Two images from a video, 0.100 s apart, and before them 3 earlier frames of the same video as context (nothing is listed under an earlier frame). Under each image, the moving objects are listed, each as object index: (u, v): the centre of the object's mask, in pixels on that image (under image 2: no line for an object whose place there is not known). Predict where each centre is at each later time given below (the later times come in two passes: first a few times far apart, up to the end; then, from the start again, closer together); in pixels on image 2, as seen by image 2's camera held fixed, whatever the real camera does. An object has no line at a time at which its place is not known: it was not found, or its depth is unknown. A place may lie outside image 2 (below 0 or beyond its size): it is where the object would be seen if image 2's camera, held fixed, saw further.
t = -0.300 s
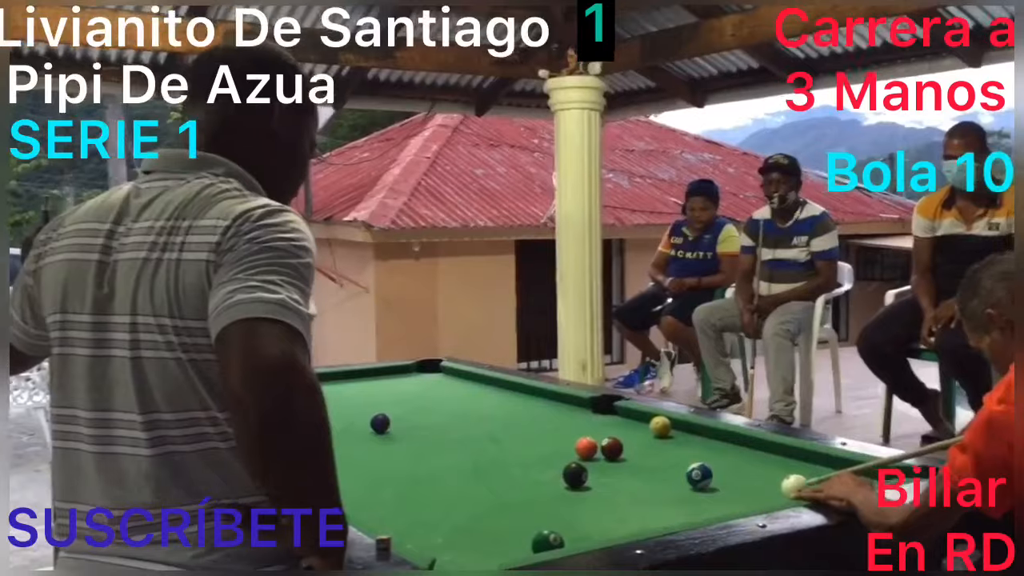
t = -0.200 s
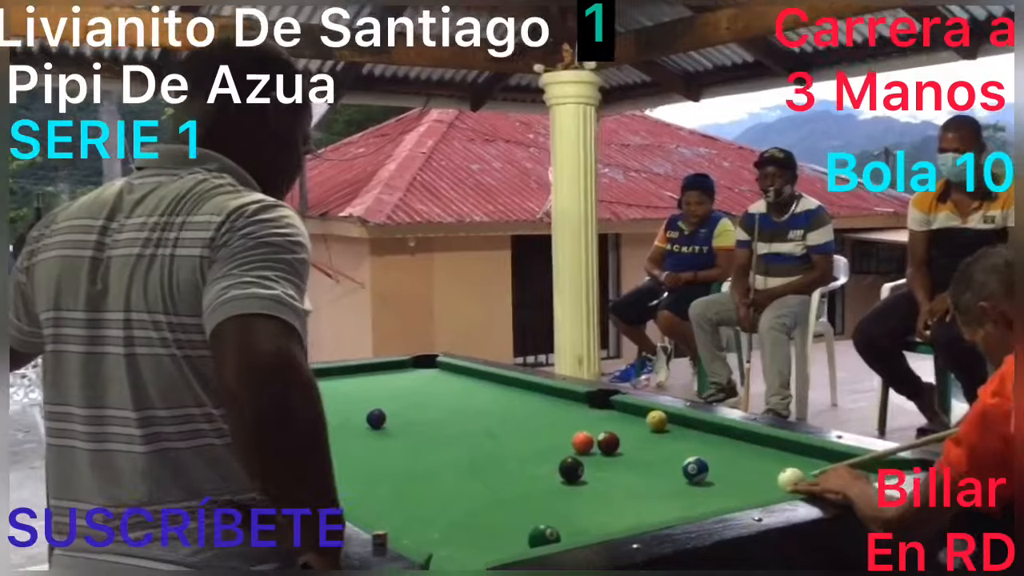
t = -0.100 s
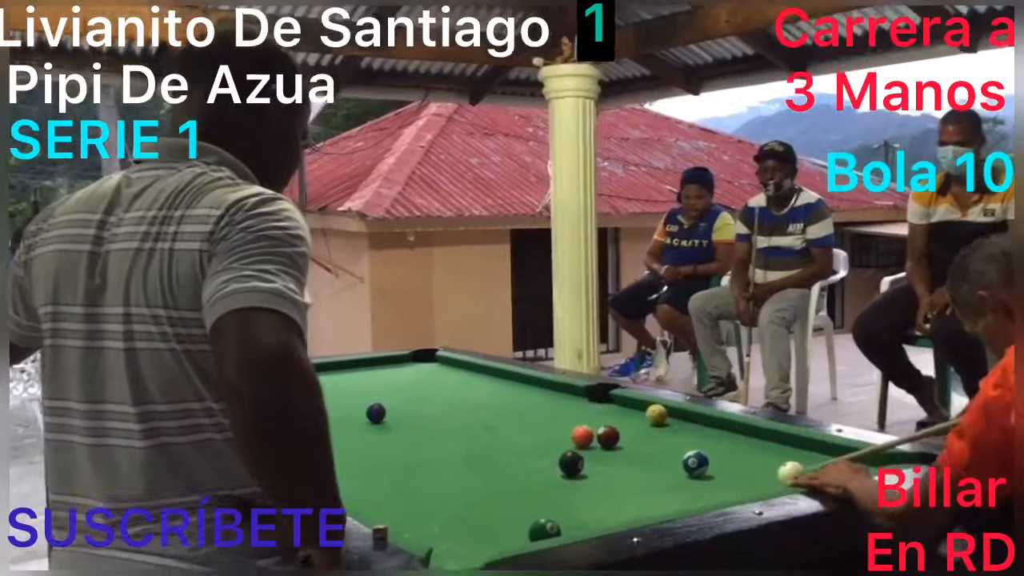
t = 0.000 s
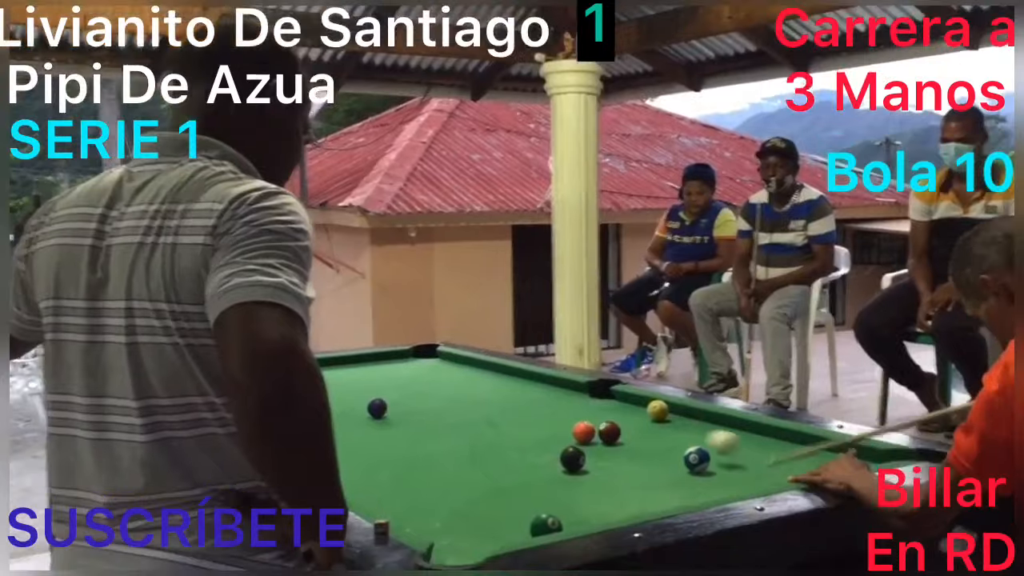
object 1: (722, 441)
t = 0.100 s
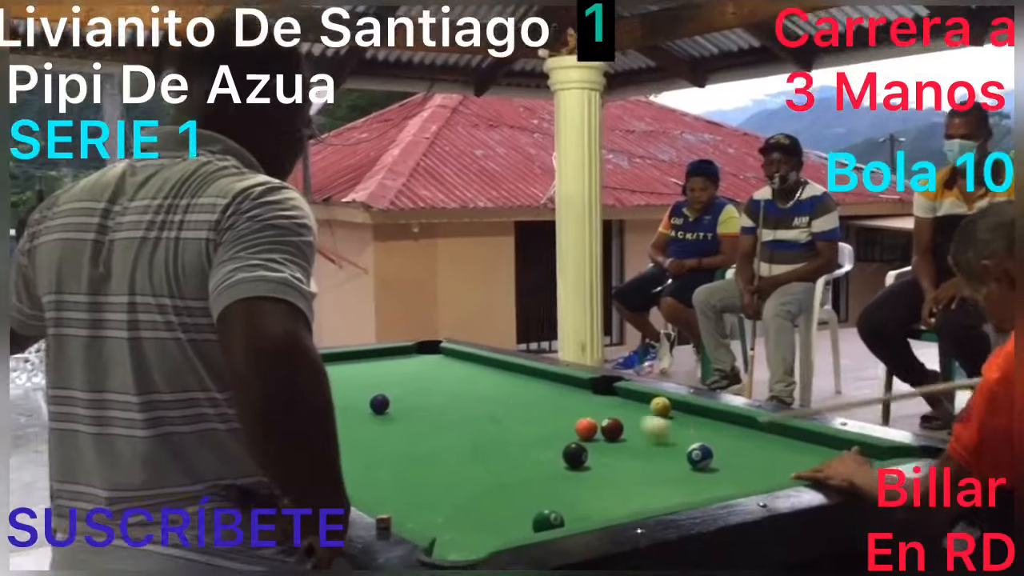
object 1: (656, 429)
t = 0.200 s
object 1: (597, 414)
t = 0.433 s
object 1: (495, 395)
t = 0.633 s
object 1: (423, 381)
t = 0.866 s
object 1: (354, 366)
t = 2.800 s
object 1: (364, 410)
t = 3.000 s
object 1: (388, 409)
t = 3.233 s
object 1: (420, 408)
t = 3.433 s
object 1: (445, 406)
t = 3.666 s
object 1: (472, 405)
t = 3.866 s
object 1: (494, 404)
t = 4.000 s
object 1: (508, 404)
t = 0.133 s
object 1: (635, 425)
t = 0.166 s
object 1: (617, 415)
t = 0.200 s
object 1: (597, 414)
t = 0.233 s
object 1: (582, 410)
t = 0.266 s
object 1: (566, 410)
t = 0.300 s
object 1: (551, 407)
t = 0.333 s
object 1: (536, 404)
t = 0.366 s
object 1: (522, 401)
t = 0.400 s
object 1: (508, 398)
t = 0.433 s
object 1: (495, 395)
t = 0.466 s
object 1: (481, 393)
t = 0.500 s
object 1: (469, 390)
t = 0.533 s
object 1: (457, 388)
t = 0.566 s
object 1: (446, 385)
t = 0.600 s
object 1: (434, 383)
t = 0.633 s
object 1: (423, 381)
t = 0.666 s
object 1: (412, 378)
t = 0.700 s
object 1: (401, 376)
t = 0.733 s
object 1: (391, 374)
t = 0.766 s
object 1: (382, 372)
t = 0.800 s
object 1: (372, 370)
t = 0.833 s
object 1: (363, 368)
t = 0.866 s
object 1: (354, 366)
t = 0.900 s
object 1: (346, 363)
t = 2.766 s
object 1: (362, 406)
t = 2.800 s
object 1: (364, 410)
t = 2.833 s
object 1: (366, 410)
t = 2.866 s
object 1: (371, 409)
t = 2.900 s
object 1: (375, 409)
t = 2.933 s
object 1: (379, 409)
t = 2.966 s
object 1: (383, 408)
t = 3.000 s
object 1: (388, 409)
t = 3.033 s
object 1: (393, 409)
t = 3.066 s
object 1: (397, 409)
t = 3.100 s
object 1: (401, 409)
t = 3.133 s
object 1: (407, 408)
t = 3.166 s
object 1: (411, 408)
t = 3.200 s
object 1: (416, 408)
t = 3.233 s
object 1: (420, 408)
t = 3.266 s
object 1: (424, 407)
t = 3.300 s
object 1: (429, 407)
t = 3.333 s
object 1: (433, 407)
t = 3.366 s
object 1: (437, 407)
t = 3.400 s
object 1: (441, 407)
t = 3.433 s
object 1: (445, 406)
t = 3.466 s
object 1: (449, 406)
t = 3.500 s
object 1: (453, 406)
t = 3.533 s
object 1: (457, 406)
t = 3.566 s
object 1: (461, 406)
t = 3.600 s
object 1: (464, 406)
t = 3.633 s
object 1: (468, 406)
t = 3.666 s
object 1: (472, 405)
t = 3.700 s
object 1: (476, 405)
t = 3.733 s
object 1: (479, 405)
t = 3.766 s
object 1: (483, 405)
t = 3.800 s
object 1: (487, 405)
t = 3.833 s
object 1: (490, 404)
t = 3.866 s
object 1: (494, 404)
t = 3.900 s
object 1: (497, 404)
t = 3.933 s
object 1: (501, 404)
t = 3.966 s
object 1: (504, 404)
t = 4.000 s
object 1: (508, 404)
